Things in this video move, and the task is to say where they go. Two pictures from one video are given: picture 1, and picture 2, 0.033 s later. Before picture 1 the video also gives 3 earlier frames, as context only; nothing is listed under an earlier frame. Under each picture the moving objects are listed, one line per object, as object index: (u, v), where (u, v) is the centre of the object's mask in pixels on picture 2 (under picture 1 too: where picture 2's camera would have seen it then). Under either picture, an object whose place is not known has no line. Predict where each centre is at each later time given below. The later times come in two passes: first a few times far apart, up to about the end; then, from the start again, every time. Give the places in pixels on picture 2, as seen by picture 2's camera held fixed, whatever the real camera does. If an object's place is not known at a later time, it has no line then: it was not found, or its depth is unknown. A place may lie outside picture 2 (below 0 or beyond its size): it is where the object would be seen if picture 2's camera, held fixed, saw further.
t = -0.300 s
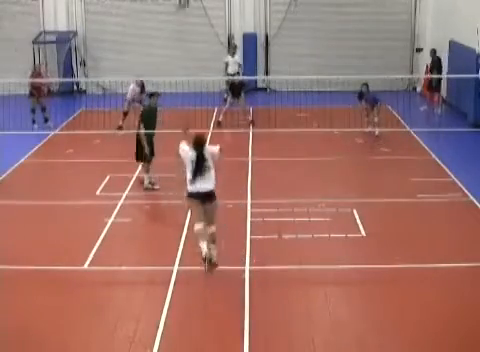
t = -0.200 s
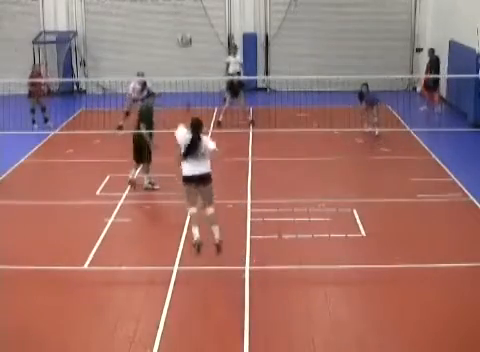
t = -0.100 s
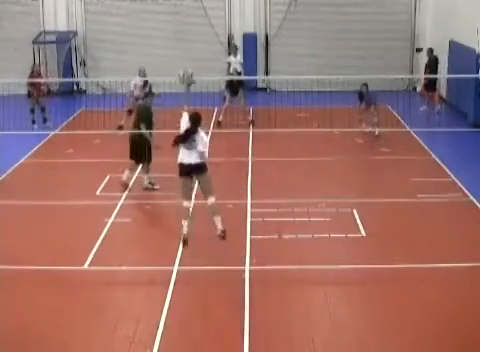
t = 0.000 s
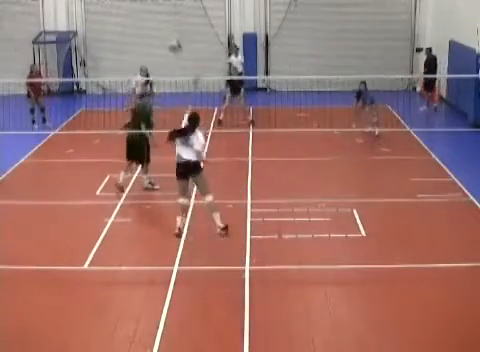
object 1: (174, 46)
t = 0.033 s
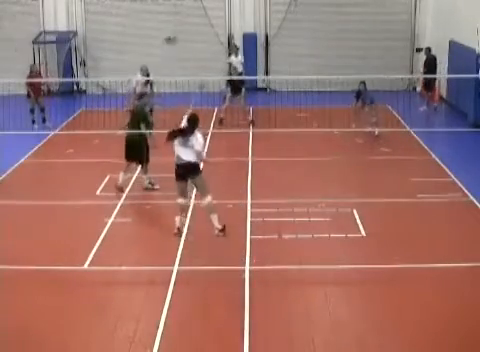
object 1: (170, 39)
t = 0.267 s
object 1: (149, 6)
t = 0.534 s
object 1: (131, 13)
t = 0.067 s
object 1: (168, 29)
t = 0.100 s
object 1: (164, 24)
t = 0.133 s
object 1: (160, 20)
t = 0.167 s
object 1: (158, 17)
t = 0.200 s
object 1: (155, 13)
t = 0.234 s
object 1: (152, 7)
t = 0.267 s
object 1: (149, 6)
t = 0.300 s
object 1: (146, 5)
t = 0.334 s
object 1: (144, 5)
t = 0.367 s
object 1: (141, 4)
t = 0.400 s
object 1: (139, 5)
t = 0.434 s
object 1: (137, 6)
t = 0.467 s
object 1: (134, 9)
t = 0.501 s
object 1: (132, 11)
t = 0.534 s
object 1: (131, 13)
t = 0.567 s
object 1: (129, 17)
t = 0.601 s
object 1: (126, 22)
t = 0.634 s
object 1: (124, 27)
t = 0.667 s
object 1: (123, 31)
